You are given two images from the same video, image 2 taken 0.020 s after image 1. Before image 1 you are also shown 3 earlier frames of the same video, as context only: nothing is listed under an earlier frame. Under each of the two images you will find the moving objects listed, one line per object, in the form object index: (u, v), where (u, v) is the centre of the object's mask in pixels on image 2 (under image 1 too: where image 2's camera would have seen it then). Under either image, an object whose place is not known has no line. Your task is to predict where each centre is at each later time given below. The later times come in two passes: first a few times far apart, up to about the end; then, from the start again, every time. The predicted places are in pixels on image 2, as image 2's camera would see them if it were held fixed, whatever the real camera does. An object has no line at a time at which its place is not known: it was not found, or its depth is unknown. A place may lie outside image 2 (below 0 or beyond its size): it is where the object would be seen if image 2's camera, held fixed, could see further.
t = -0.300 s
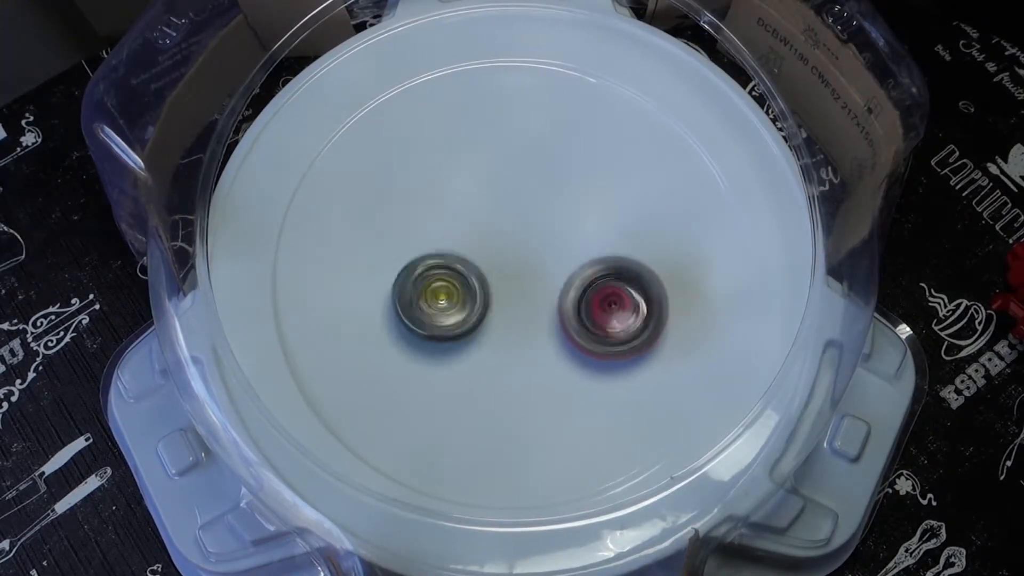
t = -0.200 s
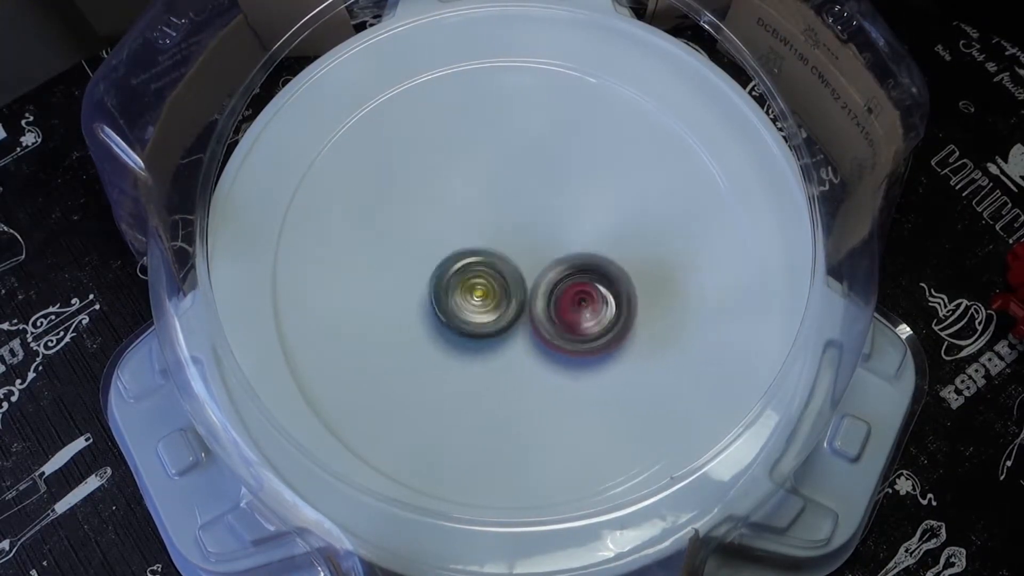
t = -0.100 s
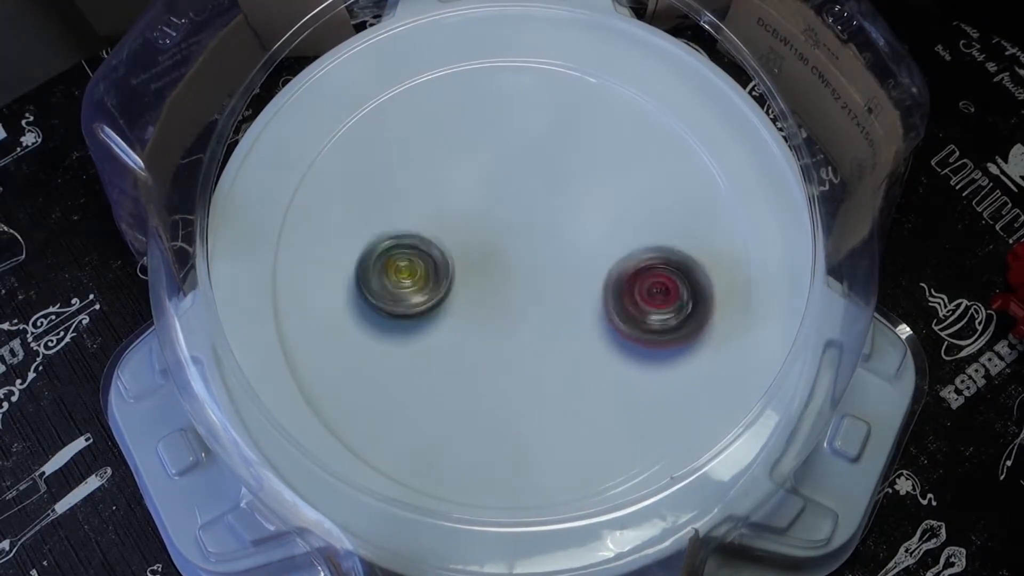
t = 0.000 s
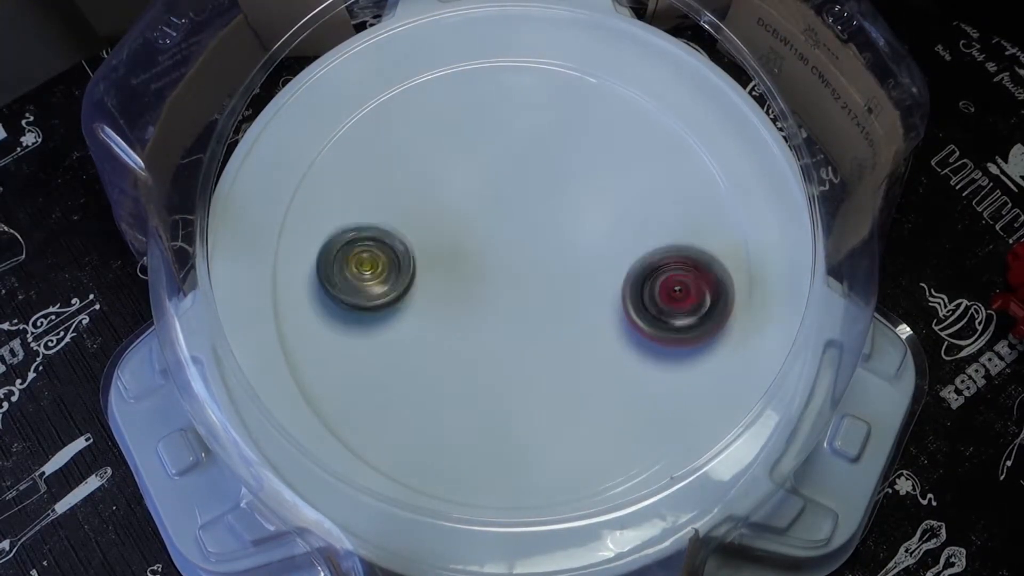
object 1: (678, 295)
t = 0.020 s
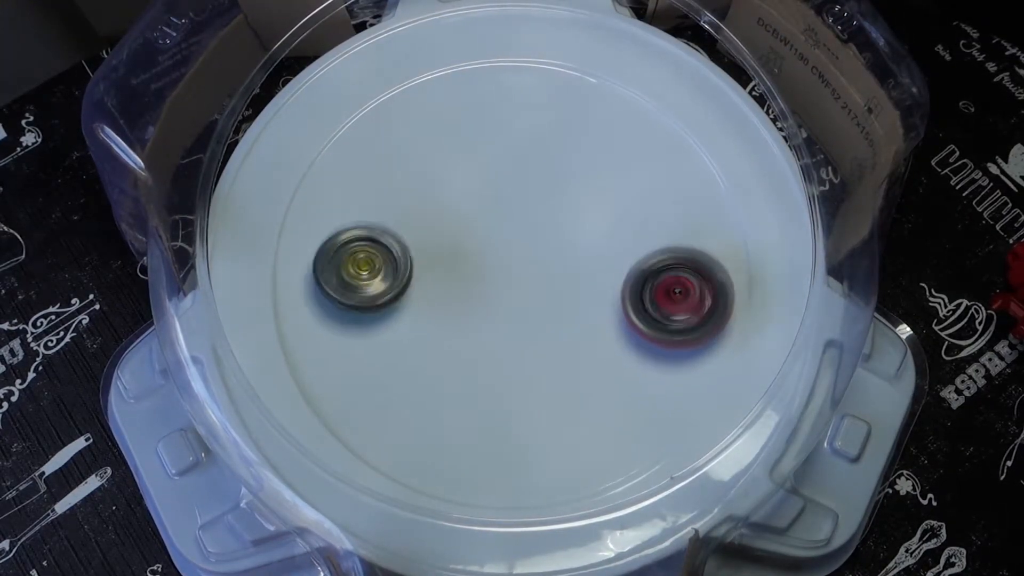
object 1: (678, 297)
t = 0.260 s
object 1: (629, 309)
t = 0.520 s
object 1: (620, 305)
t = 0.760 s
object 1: (575, 305)
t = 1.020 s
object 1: (567, 344)
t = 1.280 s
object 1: (521, 358)
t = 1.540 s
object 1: (488, 356)
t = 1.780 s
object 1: (468, 338)
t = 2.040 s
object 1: (440, 306)
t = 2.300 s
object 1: (446, 262)
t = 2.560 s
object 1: (451, 226)
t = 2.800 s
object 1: (471, 214)
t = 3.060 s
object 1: (507, 226)
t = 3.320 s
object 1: (546, 231)
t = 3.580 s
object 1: (570, 258)
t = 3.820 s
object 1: (579, 281)
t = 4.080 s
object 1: (573, 298)
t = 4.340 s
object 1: (589, 335)
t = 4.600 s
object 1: (556, 338)
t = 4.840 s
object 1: (523, 340)
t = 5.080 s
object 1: (487, 328)
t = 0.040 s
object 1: (676, 299)
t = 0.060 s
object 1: (673, 301)
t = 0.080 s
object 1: (671, 302)
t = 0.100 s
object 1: (668, 304)
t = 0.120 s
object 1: (664, 306)
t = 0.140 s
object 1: (659, 307)
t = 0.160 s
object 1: (655, 308)
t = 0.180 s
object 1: (651, 309)
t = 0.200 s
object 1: (645, 310)
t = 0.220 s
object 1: (640, 309)
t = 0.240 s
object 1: (634, 309)
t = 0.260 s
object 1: (629, 309)
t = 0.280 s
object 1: (622, 308)
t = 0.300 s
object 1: (616, 307)
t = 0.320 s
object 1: (611, 306)
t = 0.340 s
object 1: (605, 305)
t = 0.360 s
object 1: (598, 303)
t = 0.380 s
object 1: (593, 301)
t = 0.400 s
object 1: (588, 300)
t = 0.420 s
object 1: (589, 299)
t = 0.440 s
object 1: (599, 301)
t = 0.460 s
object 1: (608, 303)
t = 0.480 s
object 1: (615, 304)
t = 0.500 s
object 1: (619, 305)
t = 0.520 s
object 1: (620, 305)
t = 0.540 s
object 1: (620, 305)
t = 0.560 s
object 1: (618, 306)
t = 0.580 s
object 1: (615, 306)
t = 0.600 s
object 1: (611, 307)
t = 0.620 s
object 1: (608, 307)
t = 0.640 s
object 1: (603, 308)
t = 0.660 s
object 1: (598, 308)
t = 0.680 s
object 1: (594, 308)
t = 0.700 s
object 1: (590, 307)
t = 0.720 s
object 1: (584, 307)
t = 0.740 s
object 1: (579, 306)
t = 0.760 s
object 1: (575, 305)
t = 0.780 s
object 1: (573, 306)
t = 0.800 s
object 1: (579, 316)
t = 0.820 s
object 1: (584, 323)
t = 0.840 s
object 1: (589, 329)
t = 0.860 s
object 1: (591, 334)
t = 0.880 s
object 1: (591, 338)
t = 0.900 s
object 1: (590, 340)
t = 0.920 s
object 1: (588, 342)
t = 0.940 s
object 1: (585, 343)
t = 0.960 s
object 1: (581, 343)
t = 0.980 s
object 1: (577, 344)
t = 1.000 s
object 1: (573, 344)
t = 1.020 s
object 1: (567, 344)
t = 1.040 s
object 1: (563, 343)
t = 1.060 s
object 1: (559, 344)
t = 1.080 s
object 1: (553, 343)
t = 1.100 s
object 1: (548, 341)
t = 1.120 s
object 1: (545, 340)
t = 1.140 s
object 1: (539, 339)
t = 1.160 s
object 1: (534, 338)
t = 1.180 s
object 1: (531, 336)
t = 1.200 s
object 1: (527, 336)
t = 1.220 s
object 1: (525, 343)
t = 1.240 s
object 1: (524, 350)
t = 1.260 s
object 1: (522, 355)
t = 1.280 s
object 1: (521, 358)
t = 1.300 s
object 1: (519, 361)
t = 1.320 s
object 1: (516, 362)
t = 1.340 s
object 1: (513, 363)
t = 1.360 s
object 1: (511, 363)
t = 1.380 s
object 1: (507, 364)
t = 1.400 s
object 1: (504, 363)
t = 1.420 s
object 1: (502, 362)
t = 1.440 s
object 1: (499, 362)
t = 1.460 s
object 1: (496, 361)
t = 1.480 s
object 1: (495, 359)
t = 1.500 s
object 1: (492, 359)
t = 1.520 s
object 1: (489, 357)
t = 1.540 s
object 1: (488, 356)
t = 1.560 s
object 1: (486, 355)
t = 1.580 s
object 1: (483, 353)
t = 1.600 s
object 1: (481, 351)
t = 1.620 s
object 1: (480, 350)
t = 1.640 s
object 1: (478, 349)
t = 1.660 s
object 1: (476, 348)
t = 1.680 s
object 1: (475, 347)
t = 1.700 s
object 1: (473, 346)
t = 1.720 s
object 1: (472, 344)
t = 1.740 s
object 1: (471, 342)
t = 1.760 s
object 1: (469, 340)
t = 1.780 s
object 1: (468, 338)
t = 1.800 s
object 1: (466, 336)
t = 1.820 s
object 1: (459, 337)
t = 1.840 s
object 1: (454, 335)
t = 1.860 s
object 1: (451, 334)
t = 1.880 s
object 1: (448, 332)
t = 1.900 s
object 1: (445, 329)
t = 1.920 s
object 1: (444, 326)
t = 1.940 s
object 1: (442, 323)
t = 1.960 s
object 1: (441, 319)
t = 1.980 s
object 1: (440, 316)
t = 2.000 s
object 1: (439, 314)
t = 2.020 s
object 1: (439, 309)
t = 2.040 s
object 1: (440, 306)
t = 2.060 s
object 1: (439, 303)
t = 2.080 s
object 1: (440, 299)
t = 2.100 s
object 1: (441, 296)
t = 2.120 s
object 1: (441, 293)
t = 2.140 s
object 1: (443, 289)
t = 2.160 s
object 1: (445, 286)
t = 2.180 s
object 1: (445, 283)
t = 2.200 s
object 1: (447, 279)
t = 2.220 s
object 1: (450, 277)
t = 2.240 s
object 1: (448, 273)
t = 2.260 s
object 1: (446, 268)
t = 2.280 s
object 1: (446, 265)
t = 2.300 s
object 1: (446, 262)
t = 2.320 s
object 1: (446, 259)
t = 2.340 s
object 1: (448, 256)
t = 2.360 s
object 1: (449, 254)
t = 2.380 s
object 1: (451, 251)
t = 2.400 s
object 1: (453, 249)
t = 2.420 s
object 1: (454, 246)
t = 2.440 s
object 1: (457, 244)
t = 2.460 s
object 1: (455, 240)
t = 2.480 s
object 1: (452, 236)
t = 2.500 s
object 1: (450, 233)
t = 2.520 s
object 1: (450, 231)
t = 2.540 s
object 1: (450, 228)
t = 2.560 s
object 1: (451, 226)
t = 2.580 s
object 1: (452, 224)
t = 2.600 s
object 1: (453, 222)
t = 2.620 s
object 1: (455, 220)
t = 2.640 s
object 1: (456, 219)
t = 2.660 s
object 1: (457, 217)
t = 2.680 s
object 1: (459, 216)
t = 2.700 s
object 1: (460, 215)
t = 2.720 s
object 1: (463, 214)
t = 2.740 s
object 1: (465, 214)
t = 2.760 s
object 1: (466, 214)
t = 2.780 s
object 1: (469, 213)
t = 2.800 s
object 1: (471, 214)
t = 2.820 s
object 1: (473, 214)
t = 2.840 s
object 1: (476, 215)
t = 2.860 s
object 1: (478, 216)
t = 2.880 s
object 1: (481, 217)
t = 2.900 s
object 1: (484, 219)
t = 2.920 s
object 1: (486, 219)
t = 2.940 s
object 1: (490, 218)
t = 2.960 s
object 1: (492, 219)
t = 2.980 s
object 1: (495, 220)
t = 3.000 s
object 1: (498, 221)
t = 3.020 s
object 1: (500, 223)
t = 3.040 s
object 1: (504, 224)
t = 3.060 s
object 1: (507, 226)
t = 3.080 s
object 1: (509, 225)
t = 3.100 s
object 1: (512, 227)
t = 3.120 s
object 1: (515, 229)
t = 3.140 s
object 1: (518, 227)
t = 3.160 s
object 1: (523, 225)
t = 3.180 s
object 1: (526, 224)
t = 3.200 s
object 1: (529, 224)
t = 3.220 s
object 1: (532, 225)
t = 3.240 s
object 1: (534, 225)
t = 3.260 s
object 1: (538, 226)
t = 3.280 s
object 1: (540, 228)
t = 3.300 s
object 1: (543, 229)
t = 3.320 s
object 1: (546, 231)
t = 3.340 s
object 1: (548, 232)
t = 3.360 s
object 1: (551, 235)
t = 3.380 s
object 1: (552, 237)
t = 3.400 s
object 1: (554, 238)
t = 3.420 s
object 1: (557, 241)
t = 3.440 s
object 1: (557, 243)
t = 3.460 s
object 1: (560, 245)
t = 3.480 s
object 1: (561, 248)
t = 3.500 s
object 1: (562, 250)
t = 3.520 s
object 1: (564, 252)
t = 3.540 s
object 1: (564, 254)
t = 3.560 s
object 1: (568, 256)
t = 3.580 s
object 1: (570, 258)
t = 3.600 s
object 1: (572, 258)
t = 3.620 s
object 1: (574, 260)
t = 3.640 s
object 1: (574, 263)
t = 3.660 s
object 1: (575, 264)
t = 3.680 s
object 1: (576, 266)
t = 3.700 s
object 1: (576, 268)
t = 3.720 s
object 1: (577, 270)
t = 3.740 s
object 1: (576, 273)
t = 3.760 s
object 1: (576, 274)
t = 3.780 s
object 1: (576, 277)
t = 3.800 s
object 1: (576, 278)
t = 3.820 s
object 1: (579, 281)
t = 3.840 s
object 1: (581, 283)
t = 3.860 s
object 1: (582, 284)
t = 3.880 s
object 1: (582, 286)
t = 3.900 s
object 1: (582, 287)
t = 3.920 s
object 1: (582, 288)
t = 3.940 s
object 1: (581, 290)
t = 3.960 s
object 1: (581, 291)
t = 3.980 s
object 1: (580, 293)
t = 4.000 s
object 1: (579, 294)
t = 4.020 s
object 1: (578, 295)
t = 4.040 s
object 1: (577, 296)
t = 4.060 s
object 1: (575, 296)
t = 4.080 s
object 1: (573, 298)
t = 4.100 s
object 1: (571, 298)
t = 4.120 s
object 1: (570, 299)
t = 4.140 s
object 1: (576, 305)
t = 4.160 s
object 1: (584, 311)
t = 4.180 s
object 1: (588, 316)
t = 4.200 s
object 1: (592, 319)
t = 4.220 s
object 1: (594, 322)
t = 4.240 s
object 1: (593, 325)
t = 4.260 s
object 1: (593, 327)
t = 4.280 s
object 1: (592, 330)
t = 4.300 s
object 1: (592, 331)
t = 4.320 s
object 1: (591, 334)
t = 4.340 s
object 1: (589, 335)
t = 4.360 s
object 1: (588, 337)
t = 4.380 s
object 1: (586, 339)
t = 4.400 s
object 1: (584, 339)
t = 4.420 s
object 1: (582, 341)
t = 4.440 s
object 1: (580, 341)
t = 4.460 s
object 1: (578, 342)
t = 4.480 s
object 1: (575, 342)
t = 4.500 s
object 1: (572, 342)
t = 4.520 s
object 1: (569, 342)
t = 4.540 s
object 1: (566, 341)
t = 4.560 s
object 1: (563, 341)
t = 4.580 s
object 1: (559, 339)
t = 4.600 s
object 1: (556, 338)
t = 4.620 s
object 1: (552, 337)
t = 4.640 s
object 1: (550, 335)
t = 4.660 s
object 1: (546, 335)
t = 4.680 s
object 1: (544, 335)
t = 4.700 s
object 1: (542, 336)
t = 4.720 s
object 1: (540, 336)
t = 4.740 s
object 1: (538, 338)
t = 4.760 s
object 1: (535, 340)
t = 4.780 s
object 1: (533, 340)
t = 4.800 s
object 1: (529, 341)
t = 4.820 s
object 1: (526, 340)
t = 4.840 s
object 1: (523, 340)
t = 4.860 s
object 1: (519, 340)
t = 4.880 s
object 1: (517, 339)
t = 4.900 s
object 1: (513, 339)
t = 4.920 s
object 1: (511, 338)
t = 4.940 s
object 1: (507, 338)
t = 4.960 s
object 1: (504, 336)
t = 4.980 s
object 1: (502, 336)
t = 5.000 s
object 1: (498, 334)
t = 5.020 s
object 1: (496, 333)
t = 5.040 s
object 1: (493, 331)
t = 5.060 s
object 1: (490, 329)
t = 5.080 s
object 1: (487, 328)
